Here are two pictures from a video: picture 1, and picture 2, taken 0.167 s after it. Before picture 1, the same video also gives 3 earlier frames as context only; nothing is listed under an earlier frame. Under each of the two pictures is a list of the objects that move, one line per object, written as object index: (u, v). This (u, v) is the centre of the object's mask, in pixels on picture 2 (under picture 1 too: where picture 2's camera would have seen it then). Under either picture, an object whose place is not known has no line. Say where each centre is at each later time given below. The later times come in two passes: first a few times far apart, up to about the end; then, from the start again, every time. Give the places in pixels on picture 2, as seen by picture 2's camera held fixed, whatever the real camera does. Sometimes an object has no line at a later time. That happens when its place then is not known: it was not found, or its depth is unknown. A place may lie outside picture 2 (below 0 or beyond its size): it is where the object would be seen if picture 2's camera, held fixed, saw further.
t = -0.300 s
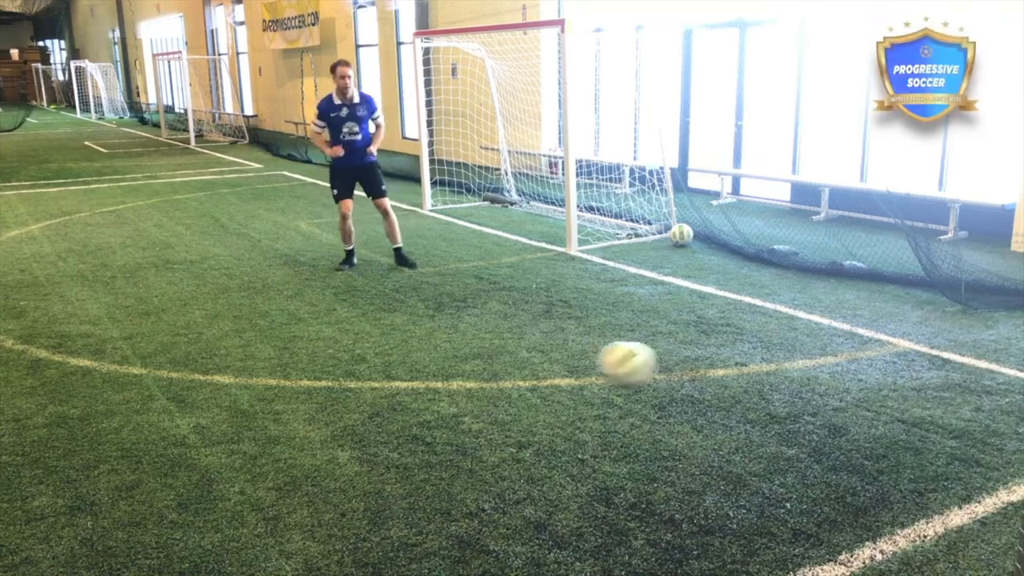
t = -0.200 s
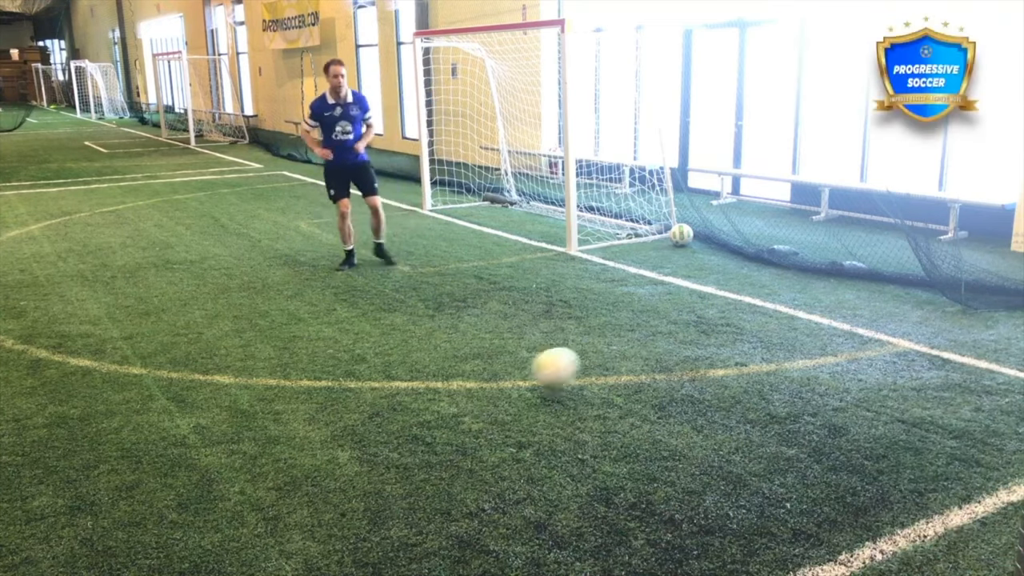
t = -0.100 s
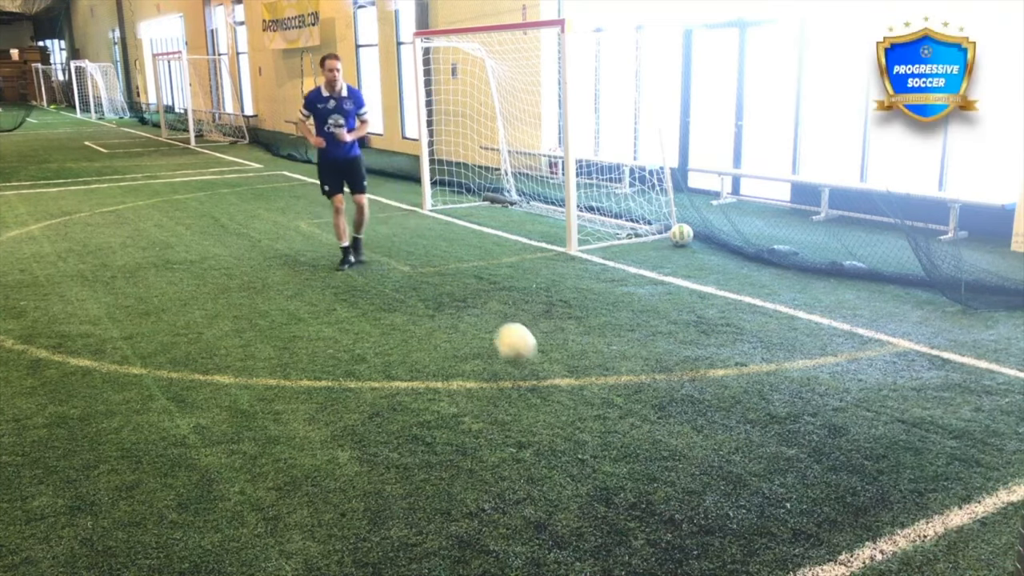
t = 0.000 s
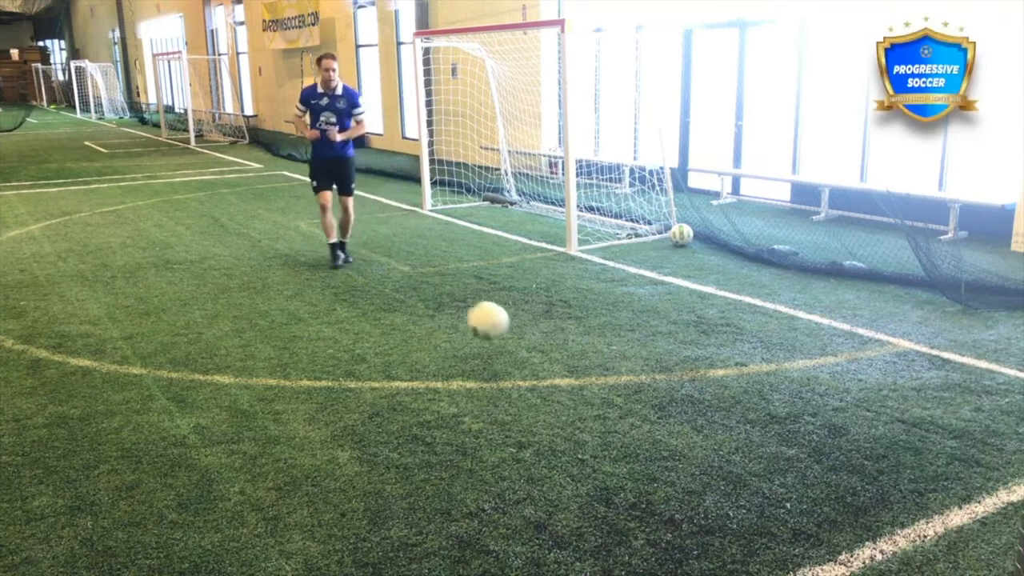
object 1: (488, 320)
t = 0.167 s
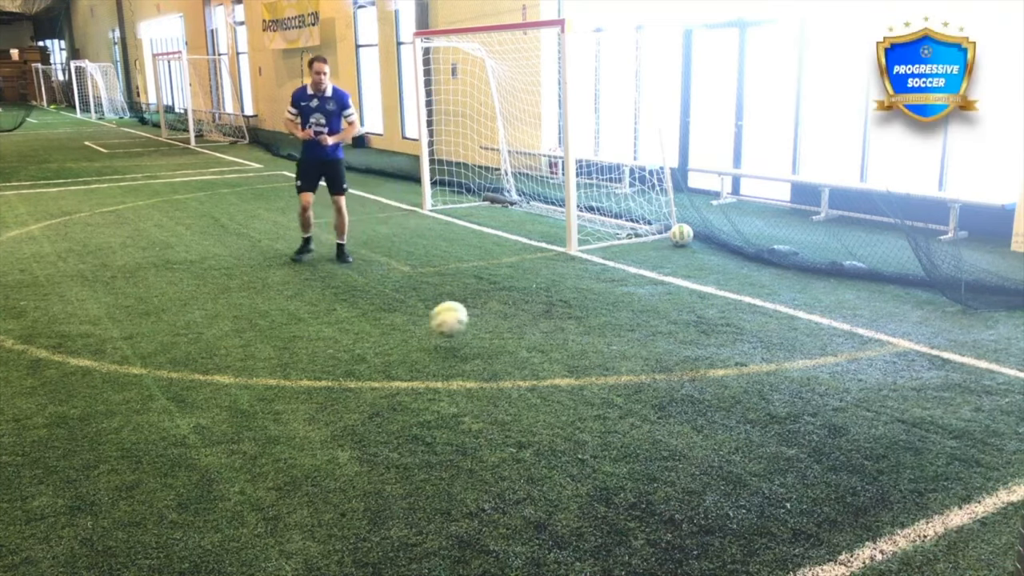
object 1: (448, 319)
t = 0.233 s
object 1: (434, 328)
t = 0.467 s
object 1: (394, 306)
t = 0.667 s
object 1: (362, 296)
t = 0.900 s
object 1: (330, 286)
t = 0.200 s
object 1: (442, 323)
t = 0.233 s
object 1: (434, 328)
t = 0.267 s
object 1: (428, 320)
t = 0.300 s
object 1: (422, 314)
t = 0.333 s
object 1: (416, 308)
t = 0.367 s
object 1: (410, 306)
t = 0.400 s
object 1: (405, 304)
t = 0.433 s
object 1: (399, 303)
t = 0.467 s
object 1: (394, 306)
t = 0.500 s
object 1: (389, 310)
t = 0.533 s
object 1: (383, 306)
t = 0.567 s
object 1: (378, 301)
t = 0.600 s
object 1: (372, 298)
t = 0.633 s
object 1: (367, 296)
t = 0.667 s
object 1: (362, 296)
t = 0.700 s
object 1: (357, 298)
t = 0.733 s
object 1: (352, 295)
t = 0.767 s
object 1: (348, 293)
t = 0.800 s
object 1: (343, 290)
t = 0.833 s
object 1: (339, 290)
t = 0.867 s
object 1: (334, 288)
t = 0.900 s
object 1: (330, 286)
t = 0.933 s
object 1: (326, 284)
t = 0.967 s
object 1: (322, 283)
